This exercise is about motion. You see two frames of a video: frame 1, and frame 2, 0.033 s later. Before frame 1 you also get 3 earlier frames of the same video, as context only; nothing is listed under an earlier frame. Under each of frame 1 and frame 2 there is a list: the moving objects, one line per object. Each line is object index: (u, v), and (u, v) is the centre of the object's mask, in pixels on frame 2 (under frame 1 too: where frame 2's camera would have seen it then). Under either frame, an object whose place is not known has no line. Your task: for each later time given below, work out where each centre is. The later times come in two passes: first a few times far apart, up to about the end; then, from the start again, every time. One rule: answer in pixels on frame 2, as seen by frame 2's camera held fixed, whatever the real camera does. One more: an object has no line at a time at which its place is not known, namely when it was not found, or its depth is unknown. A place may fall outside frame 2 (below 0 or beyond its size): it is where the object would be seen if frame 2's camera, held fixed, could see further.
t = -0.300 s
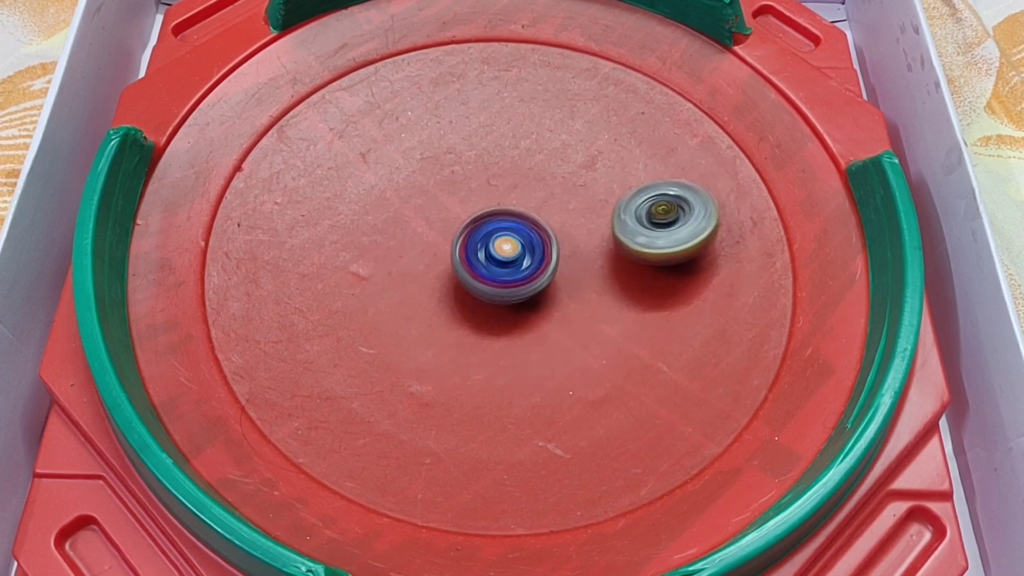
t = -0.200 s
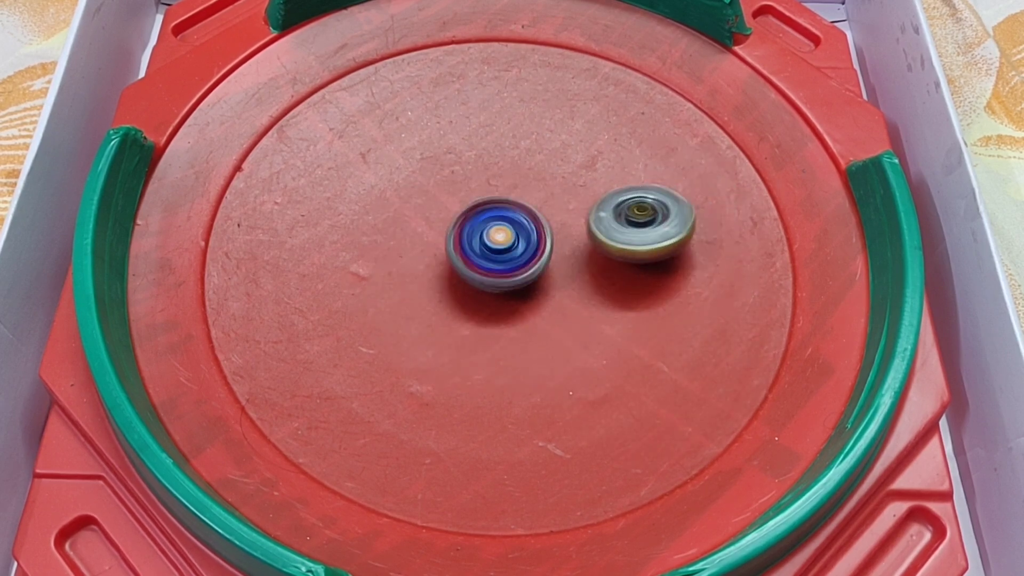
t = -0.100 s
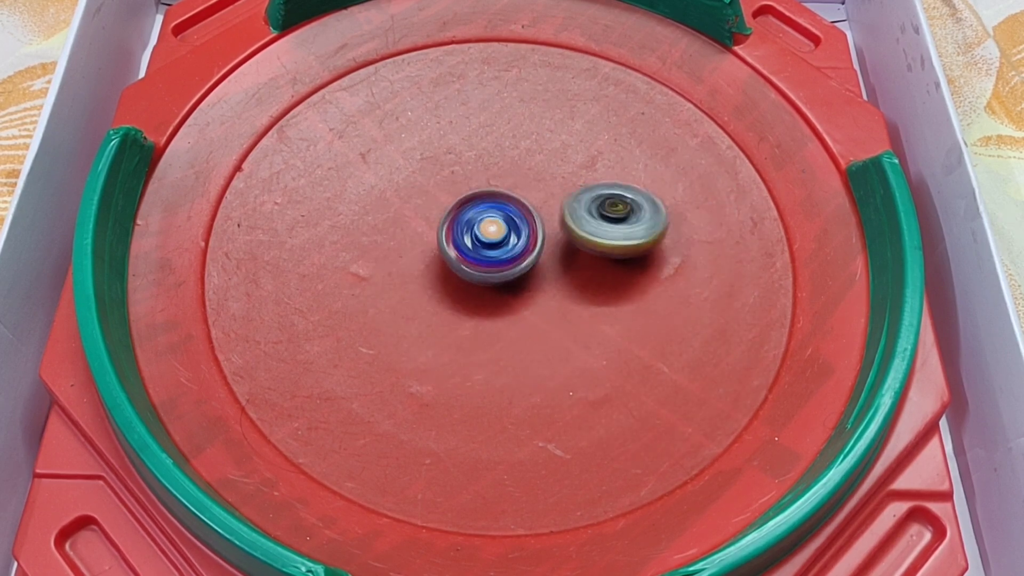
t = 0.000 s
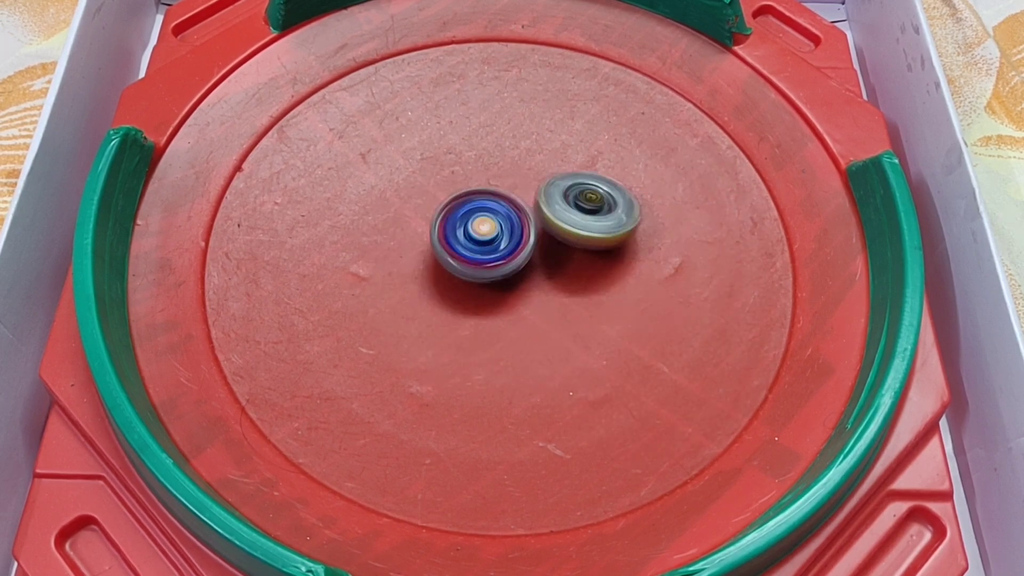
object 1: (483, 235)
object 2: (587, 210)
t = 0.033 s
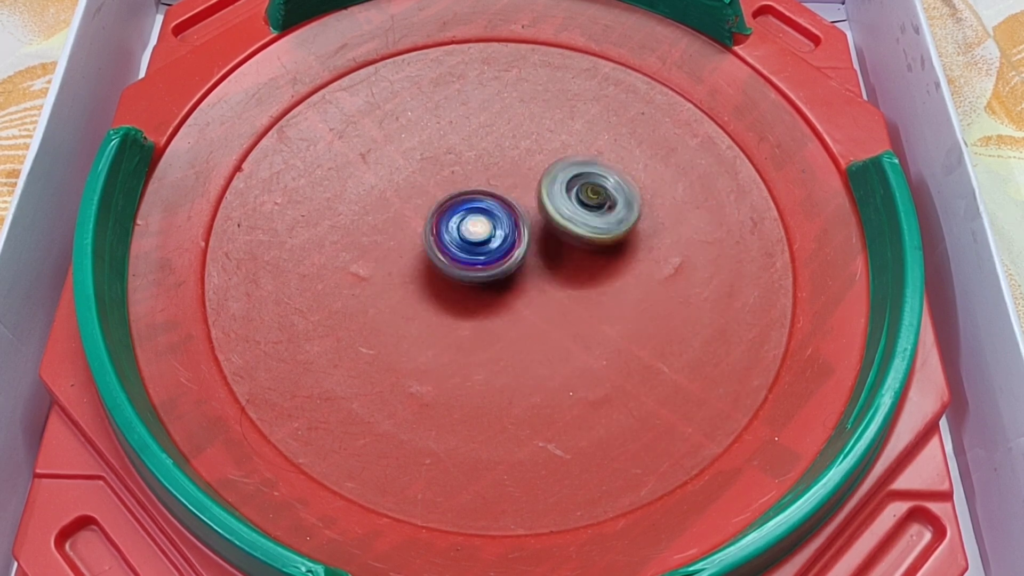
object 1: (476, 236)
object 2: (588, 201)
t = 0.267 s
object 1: (474, 257)
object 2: (593, 159)
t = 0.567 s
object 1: (539, 250)
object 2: (592, 153)
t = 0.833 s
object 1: (496, 337)
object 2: (630, 109)
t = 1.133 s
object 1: (577, 360)
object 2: (593, 131)
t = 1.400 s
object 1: (520, 258)
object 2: (485, 152)
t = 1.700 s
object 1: (391, 275)
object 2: (445, 130)
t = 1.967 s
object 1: (466, 302)
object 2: (446, 157)
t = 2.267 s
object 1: (524, 189)
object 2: (391, 240)
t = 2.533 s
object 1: (473, 167)
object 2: (367, 245)
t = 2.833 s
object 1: (544, 224)
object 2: (359, 279)
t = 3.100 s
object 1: (632, 192)
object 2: (366, 301)
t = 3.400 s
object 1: (584, 209)
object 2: (391, 338)
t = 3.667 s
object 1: (586, 315)
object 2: (417, 360)
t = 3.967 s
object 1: (618, 320)
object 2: (459, 384)
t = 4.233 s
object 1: (536, 282)
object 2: (496, 397)
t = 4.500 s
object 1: (439, 302)
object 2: (537, 399)
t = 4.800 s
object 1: (470, 304)
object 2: (552, 379)
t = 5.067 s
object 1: (496, 226)
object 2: (601, 333)
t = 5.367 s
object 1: (468, 193)
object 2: (670, 288)
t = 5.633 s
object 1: (495, 221)
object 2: (659, 275)
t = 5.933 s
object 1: (547, 237)
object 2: (665, 268)
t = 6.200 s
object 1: (472, 246)
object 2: (644, 277)
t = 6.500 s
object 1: (500, 287)
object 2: (644, 279)
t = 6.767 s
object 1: (542, 258)
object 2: (646, 283)
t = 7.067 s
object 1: (503, 224)
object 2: (641, 281)
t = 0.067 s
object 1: (470, 237)
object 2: (594, 194)
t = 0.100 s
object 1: (466, 239)
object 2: (593, 185)
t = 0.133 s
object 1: (465, 242)
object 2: (592, 179)
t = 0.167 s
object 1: (465, 246)
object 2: (594, 173)
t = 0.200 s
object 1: (467, 249)
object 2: (593, 168)
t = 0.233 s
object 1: (469, 253)
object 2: (593, 164)
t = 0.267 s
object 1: (474, 257)
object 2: (593, 159)
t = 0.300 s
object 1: (479, 260)
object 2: (594, 156)
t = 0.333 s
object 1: (486, 262)
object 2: (594, 153)
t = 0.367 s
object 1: (494, 262)
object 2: (595, 151)
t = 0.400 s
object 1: (500, 263)
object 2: (595, 149)
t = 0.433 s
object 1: (508, 261)
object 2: (596, 149)
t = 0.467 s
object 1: (516, 259)
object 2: (595, 149)
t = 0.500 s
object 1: (524, 257)
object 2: (595, 150)
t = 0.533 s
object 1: (532, 254)
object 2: (594, 151)
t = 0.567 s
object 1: (539, 250)
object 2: (592, 153)
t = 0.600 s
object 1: (545, 247)
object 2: (589, 155)
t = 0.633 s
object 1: (549, 243)
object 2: (587, 157)
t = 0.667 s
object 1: (535, 258)
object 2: (601, 143)
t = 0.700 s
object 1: (520, 276)
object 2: (620, 120)
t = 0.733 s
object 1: (508, 292)
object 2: (632, 109)
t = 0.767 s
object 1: (501, 308)
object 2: (637, 109)
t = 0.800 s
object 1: (498, 321)
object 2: (635, 109)
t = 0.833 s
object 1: (496, 337)
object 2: (630, 109)
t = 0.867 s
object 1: (499, 354)
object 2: (627, 109)
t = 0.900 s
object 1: (505, 366)
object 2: (625, 109)
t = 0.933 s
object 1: (514, 376)
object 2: (624, 109)
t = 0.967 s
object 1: (526, 383)
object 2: (622, 111)
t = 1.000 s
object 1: (539, 385)
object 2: (619, 115)
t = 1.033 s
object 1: (551, 384)
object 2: (613, 120)
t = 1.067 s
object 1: (562, 379)
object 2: (608, 122)
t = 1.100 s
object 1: (571, 371)
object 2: (602, 126)
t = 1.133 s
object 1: (577, 360)
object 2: (593, 131)
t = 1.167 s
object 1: (579, 350)
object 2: (583, 135)
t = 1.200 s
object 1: (581, 336)
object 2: (571, 138)
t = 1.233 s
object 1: (577, 323)
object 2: (558, 143)
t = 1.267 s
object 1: (573, 309)
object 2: (543, 148)
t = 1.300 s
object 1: (565, 295)
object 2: (527, 149)
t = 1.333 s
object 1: (550, 281)
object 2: (513, 153)
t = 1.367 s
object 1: (536, 269)
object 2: (499, 153)
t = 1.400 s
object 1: (520, 258)
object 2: (485, 152)
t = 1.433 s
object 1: (504, 250)
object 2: (474, 151)
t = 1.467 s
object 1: (485, 243)
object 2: (466, 148)
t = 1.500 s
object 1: (467, 240)
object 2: (459, 145)
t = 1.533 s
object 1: (444, 239)
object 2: (455, 142)
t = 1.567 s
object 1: (425, 242)
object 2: (452, 138)
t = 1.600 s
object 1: (410, 249)
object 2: (450, 136)
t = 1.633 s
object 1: (398, 258)
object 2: (448, 134)
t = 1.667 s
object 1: (393, 268)
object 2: (446, 132)
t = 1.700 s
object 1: (391, 275)
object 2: (445, 130)
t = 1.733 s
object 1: (392, 283)
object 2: (446, 129)
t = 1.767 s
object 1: (395, 289)
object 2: (447, 131)
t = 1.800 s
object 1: (401, 296)
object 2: (447, 134)
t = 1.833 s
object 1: (411, 301)
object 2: (447, 136)
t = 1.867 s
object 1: (422, 304)
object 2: (447, 140)
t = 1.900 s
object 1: (433, 305)
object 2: (447, 144)
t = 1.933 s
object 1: (450, 304)
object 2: (447, 149)
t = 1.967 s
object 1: (466, 302)
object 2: (446, 157)
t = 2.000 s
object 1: (482, 295)
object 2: (445, 166)
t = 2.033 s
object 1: (497, 284)
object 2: (442, 174)
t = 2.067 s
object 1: (510, 271)
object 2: (436, 186)
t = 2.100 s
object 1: (520, 258)
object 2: (431, 197)
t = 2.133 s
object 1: (528, 243)
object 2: (424, 208)
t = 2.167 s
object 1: (530, 228)
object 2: (416, 218)
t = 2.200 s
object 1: (530, 213)
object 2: (409, 227)
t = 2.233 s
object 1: (528, 202)
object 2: (401, 234)
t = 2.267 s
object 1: (524, 189)
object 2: (391, 240)
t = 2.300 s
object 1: (517, 179)
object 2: (384, 243)
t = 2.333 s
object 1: (510, 172)
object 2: (378, 243)
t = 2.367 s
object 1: (503, 167)
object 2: (372, 243)
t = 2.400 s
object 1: (496, 164)
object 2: (367, 244)
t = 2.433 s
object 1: (488, 162)
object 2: (363, 243)
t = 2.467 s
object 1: (481, 163)
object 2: (362, 241)
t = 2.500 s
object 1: (477, 164)
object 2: (365, 241)
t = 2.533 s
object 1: (473, 167)
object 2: (367, 245)
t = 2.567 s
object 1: (468, 173)
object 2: (366, 249)
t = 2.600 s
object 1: (465, 180)
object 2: (366, 250)
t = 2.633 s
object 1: (465, 188)
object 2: (371, 247)
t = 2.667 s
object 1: (468, 197)
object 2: (377, 248)
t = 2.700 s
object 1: (478, 203)
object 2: (369, 259)
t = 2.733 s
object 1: (492, 211)
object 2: (365, 268)
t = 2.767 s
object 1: (509, 216)
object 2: (362, 275)
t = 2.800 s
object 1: (526, 220)
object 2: (360, 278)
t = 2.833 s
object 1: (544, 224)
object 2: (359, 279)
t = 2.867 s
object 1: (564, 226)
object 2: (359, 282)
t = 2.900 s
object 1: (579, 225)
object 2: (360, 285)
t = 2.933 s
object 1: (594, 221)
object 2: (361, 289)
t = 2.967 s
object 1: (610, 216)
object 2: (360, 292)
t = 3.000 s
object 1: (620, 210)
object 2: (360, 294)
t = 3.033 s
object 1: (627, 204)
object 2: (361, 295)
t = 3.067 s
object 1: (632, 197)
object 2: (364, 298)
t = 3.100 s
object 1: (632, 192)
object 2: (366, 301)
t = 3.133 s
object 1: (632, 190)
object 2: (369, 305)
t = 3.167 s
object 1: (631, 186)
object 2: (371, 311)
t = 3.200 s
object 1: (628, 185)
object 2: (370, 315)
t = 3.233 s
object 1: (624, 185)
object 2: (374, 318)
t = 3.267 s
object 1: (618, 186)
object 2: (385, 320)
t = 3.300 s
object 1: (609, 188)
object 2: (391, 323)
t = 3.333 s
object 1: (602, 192)
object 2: (394, 329)
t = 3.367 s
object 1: (592, 199)
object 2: (393, 334)
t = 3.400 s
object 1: (584, 209)
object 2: (391, 338)
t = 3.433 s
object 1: (577, 221)
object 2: (394, 342)
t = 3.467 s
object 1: (569, 235)
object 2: (398, 343)
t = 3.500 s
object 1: (566, 250)
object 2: (402, 346)
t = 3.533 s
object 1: (566, 263)
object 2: (406, 349)
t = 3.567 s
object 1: (567, 278)
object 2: (409, 351)
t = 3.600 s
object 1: (572, 292)
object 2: (412, 352)
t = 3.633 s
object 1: (578, 303)
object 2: (415, 356)
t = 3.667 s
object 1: (586, 315)
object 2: (417, 360)
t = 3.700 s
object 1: (594, 323)
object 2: (419, 363)
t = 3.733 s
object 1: (600, 328)
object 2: (421, 367)
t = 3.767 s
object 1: (606, 333)
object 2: (429, 366)
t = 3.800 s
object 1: (611, 334)
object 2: (437, 364)
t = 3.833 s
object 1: (615, 334)
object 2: (445, 368)
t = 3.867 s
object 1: (619, 332)
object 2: (450, 374)
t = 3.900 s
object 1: (620, 329)
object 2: (451, 381)
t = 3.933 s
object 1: (621, 325)
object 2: (450, 384)
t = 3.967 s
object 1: (618, 320)
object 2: (459, 384)
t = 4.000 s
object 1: (614, 315)
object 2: (466, 384)
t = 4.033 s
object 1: (609, 309)
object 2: (471, 386)
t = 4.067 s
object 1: (601, 304)
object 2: (477, 387)
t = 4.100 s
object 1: (592, 298)
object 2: (482, 388)
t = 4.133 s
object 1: (581, 292)
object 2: (486, 391)
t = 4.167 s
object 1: (567, 287)
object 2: (491, 392)
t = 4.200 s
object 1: (550, 283)
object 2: (494, 394)
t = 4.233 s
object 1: (536, 282)
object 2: (496, 397)
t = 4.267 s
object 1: (521, 281)
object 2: (497, 399)
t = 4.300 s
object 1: (504, 280)
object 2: (499, 400)
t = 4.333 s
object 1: (491, 282)
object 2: (506, 395)
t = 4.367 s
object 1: (476, 284)
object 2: (513, 393)
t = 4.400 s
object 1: (465, 287)
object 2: (521, 393)
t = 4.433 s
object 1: (452, 291)
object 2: (527, 394)
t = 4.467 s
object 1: (445, 298)
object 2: (533, 396)
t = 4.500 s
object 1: (439, 302)
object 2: (537, 399)
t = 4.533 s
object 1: (437, 307)
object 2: (538, 402)
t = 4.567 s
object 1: (437, 309)
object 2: (537, 403)
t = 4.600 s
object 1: (437, 312)
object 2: (537, 404)
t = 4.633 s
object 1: (441, 314)
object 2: (536, 400)
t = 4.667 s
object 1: (444, 315)
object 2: (535, 396)
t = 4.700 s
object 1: (450, 314)
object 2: (539, 390)
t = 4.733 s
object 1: (456, 312)
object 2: (546, 386)
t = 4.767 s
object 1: (463, 309)
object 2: (551, 380)
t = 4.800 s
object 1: (470, 304)
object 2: (552, 379)
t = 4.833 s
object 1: (477, 297)
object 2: (554, 376)
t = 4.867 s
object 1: (482, 288)
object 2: (555, 367)
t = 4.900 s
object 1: (489, 278)
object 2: (557, 359)
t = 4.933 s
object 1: (495, 269)
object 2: (565, 356)
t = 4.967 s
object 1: (498, 257)
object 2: (575, 355)
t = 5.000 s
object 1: (499, 246)
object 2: (582, 346)
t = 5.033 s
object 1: (498, 237)
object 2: (590, 338)
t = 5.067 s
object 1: (496, 226)
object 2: (601, 333)
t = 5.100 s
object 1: (492, 216)
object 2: (610, 327)
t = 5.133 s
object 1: (487, 207)
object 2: (621, 323)
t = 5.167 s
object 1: (484, 202)
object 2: (630, 315)
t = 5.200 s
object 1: (479, 196)
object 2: (638, 311)
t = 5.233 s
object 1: (477, 195)
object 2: (644, 302)
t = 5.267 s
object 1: (472, 193)
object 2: (652, 300)
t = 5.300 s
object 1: (471, 192)
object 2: (659, 294)
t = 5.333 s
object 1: (469, 192)
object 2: (665, 291)
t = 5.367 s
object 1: (468, 193)
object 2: (670, 288)
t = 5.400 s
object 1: (468, 194)
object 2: (674, 286)
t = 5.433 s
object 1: (469, 197)
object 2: (678, 287)
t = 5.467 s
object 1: (469, 199)
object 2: (681, 286)
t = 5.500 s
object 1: (473, 203)
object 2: (680, 286)
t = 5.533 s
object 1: (475, 207)
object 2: (676, 285)
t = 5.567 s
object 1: (482, 212)
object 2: (671, 283)
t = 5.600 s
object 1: (487, 217)
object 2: (665, 279)
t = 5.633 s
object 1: (495, 221)
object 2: (659, 275)
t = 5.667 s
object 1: (499, 224)
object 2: (653, 271)
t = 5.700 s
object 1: (507, 227)
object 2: (649, 266)
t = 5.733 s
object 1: (516, 232)
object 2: (648, 264)
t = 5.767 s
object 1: (523, 236)
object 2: (648, 263)
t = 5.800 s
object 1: (534, 241)
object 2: (649, 262)
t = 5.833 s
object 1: (546, 244)
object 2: (648, 262)
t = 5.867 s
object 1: (557, 246)
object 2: (650, 262)
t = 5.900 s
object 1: (556, 243)
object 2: (654, 264)
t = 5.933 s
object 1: (547, 237)
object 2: (665, 268)
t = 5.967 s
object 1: (537, 235)
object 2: (669, 272)
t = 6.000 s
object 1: (527, 232)
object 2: (667, 279)
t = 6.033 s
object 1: (519, 234)
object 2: (662, 285)
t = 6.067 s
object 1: (507, 233)
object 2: (656, 289)
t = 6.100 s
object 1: (500, 234)
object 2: (650, 288)
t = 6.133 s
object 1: (489, 236)
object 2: (646, 284)
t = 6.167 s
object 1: (481, 240)
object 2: (644, 280)
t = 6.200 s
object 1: (472, 246)
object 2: (644, 277)
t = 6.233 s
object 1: (466, 253)
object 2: (644, 275)
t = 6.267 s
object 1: (464, 261)
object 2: (644, 273)
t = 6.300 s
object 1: (465, 269)
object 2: (644, 272)
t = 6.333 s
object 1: (470, 275)
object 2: (644, 272)
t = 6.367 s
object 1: (476, 281)
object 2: (644, 272)
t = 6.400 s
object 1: (480, 283)
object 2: (644, 273)
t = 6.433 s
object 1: (488, 285)
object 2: (644, 275)
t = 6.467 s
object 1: (493, 286)
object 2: (644, 277)
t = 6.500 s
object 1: (500, 287)
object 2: (644, 279)
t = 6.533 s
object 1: (507, 285)
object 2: (643, 283)
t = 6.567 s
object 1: (513, 286)
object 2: (643, 286)
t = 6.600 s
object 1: (517, 283)
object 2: (643, 287)
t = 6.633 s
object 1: (525, 281)
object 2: (645, 288)
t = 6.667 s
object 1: (532, 278)
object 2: (644, 288)
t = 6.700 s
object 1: (540, 272)
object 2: (643, 287)
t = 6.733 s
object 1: (546, 266)
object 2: (643, 286)
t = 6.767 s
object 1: (542, 258)
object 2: (646, 283)
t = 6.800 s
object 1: (538, 251)
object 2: (644, 282)
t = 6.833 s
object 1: (535, 246)
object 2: (641, 282)
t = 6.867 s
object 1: (530, 244)
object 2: (641, 282)
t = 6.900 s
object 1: (526, 238)
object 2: (641, 282)
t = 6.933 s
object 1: (523, 235)
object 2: (641, 282)
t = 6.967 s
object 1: (517, 232)
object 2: (641, 282)
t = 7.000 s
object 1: (512, 227)
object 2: (641, 281)
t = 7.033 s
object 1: (508, 226)
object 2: (641, 281)
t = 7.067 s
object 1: (503, 224)
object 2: (641, 281)
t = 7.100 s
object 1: (499, 223)
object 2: (641, 282)
